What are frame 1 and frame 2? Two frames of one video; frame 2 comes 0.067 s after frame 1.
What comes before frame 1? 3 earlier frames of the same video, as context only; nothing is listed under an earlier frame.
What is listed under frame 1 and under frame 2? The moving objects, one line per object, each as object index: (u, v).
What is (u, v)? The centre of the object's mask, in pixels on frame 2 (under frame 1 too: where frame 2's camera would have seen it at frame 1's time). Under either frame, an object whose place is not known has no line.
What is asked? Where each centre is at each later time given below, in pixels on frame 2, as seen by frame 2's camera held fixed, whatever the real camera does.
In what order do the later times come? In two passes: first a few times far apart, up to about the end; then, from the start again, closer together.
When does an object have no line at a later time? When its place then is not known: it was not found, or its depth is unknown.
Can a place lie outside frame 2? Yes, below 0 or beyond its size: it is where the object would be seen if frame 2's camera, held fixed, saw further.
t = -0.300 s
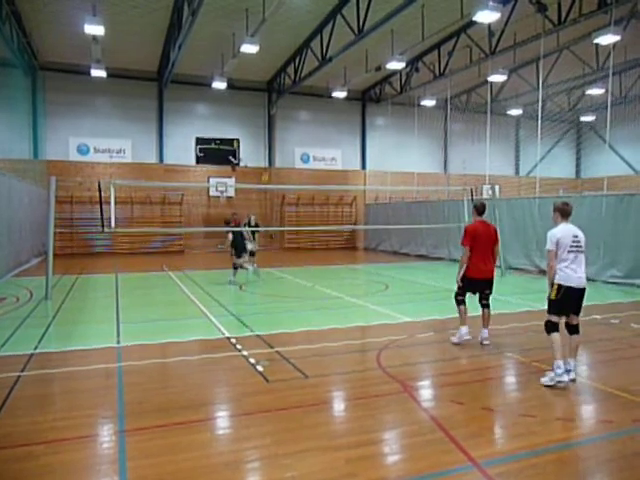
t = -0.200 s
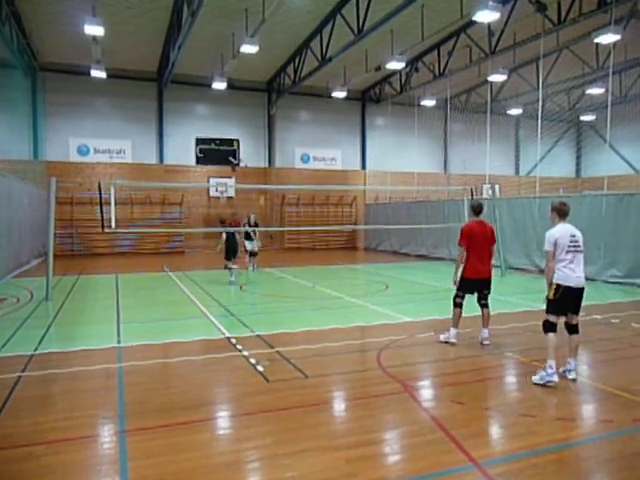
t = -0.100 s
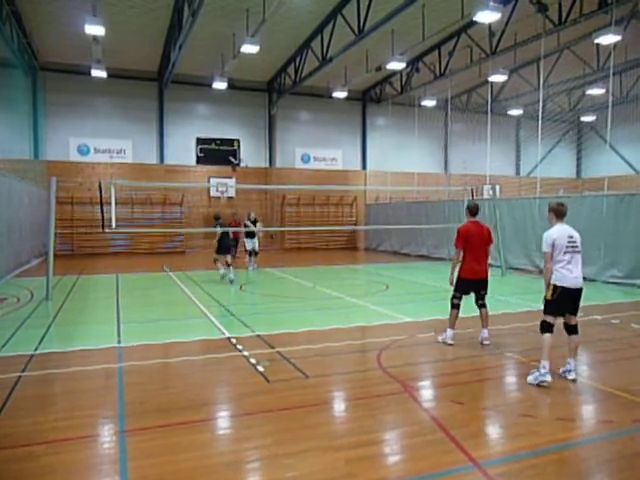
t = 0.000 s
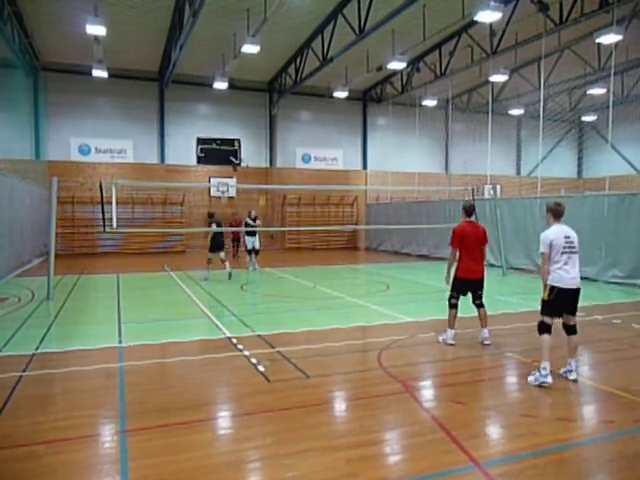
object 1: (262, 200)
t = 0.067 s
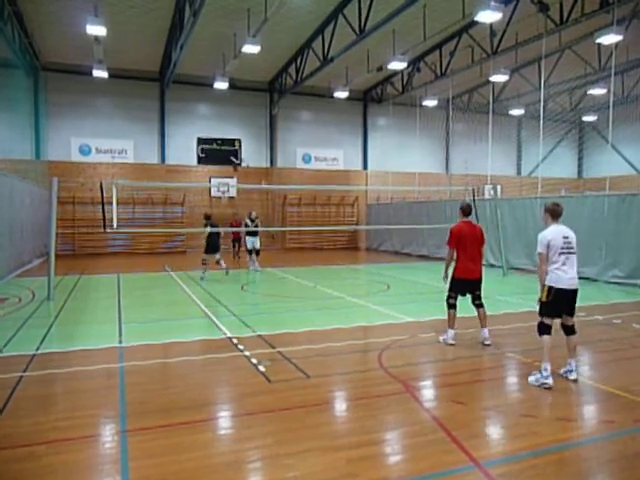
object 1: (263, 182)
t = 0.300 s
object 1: (271, 133)
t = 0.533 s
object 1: (280, 98)
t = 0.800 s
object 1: (293, 79)
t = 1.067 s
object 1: (310, 98)
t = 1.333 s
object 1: (330, 174)
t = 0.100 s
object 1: (265, 178)
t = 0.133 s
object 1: (264, 170)
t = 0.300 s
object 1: (271, 133)
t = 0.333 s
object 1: (272, 127)
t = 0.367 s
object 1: (273, 122)
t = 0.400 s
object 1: (275, 116)
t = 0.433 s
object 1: (276, 112)
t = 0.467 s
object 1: (278, 106)
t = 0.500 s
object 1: (279, 103)
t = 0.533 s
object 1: (280, 98)
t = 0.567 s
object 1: (282, 95)
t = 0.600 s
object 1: (283, 91)
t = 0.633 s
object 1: (284, 88)
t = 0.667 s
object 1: (286, 84)
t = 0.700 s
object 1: (288, 81)
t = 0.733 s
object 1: (290, 80)
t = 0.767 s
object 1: (291, 80)
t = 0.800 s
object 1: (293, 79)
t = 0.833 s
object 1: (294, 80)
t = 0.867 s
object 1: (296, 80)
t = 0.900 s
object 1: (299, 82)
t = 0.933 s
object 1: (301, 84)
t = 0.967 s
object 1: (303, 86)
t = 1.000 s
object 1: (306, 90)
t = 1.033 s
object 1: (308, 93)
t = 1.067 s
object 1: (310, 98)
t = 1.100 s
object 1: (312, 103)
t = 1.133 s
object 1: (315, 110)
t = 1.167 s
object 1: (317, 119)
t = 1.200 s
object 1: (319, 126)
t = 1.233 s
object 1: (321, 136)
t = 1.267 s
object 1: (324, 147)
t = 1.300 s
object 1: (327, 161)
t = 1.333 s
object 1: (330, 174)
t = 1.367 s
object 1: (333, 186)
